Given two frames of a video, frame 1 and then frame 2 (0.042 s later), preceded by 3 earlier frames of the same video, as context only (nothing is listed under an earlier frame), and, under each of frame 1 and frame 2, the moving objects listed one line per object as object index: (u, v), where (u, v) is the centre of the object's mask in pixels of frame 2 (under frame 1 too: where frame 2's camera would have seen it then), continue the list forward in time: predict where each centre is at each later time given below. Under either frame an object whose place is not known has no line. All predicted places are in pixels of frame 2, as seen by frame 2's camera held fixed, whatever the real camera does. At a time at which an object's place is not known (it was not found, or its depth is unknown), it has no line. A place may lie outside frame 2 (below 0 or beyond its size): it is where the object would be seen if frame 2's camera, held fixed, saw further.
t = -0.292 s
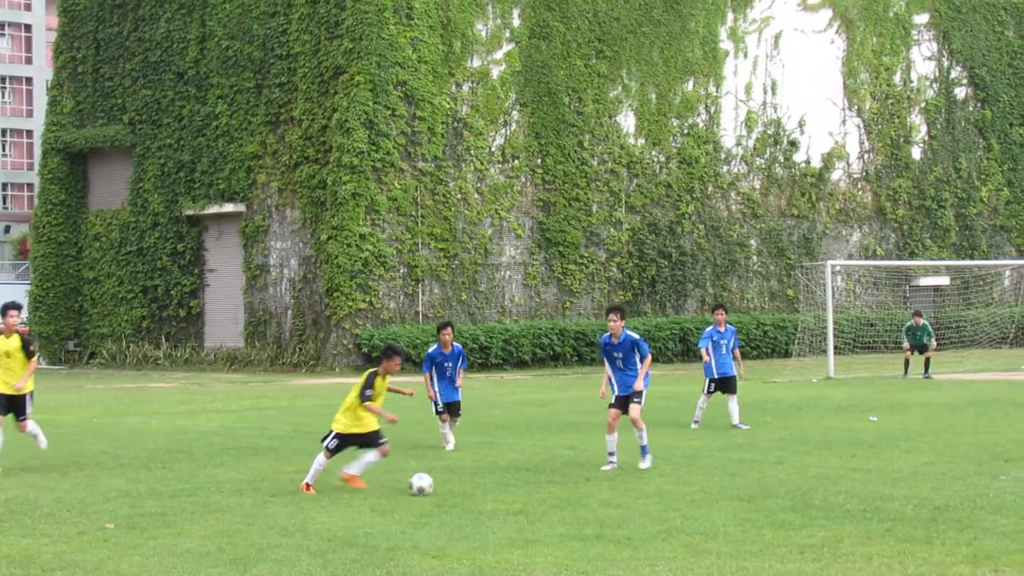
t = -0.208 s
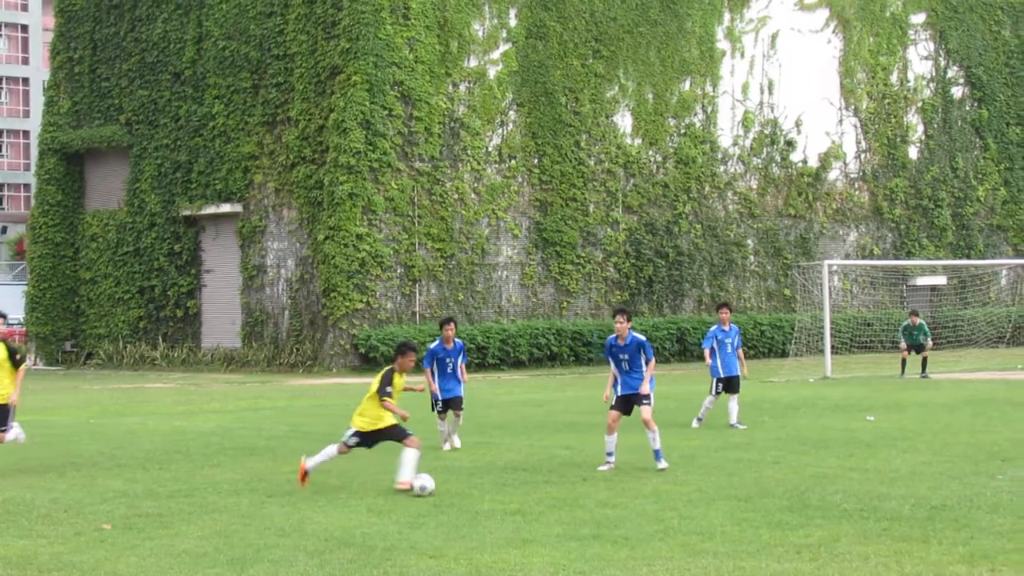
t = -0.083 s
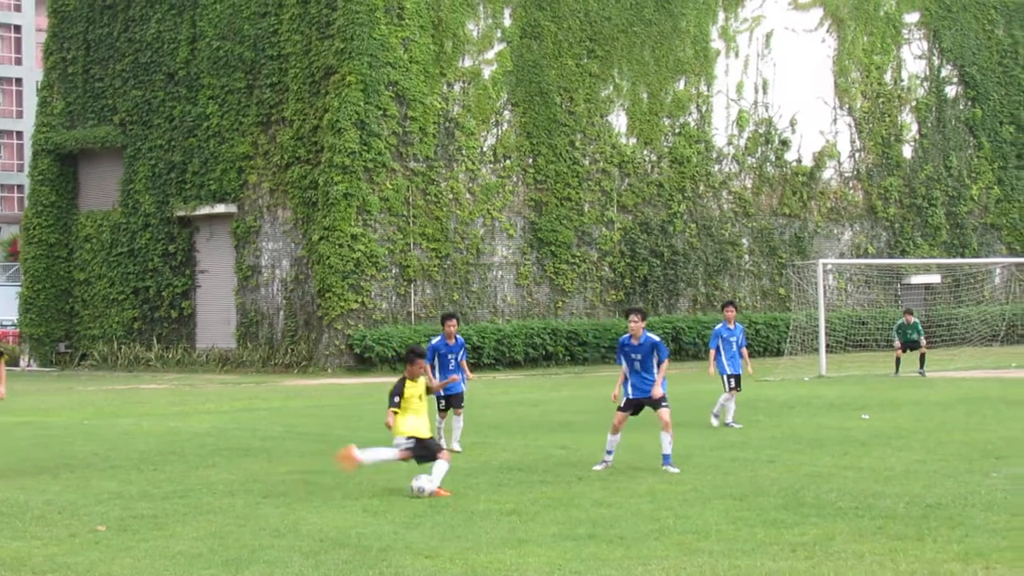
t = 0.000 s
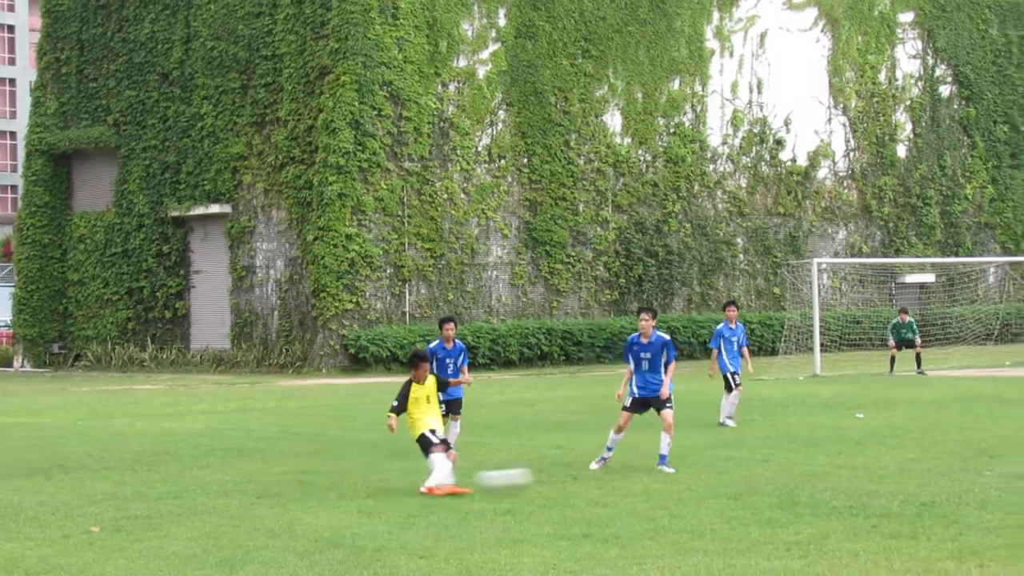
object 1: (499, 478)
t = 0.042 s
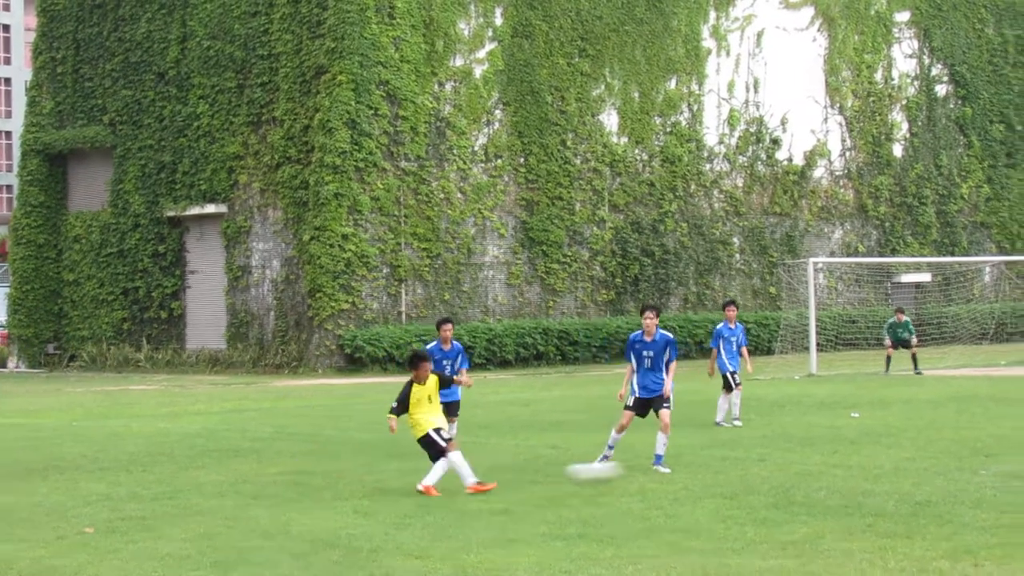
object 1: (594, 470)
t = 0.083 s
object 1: (689, 465)
